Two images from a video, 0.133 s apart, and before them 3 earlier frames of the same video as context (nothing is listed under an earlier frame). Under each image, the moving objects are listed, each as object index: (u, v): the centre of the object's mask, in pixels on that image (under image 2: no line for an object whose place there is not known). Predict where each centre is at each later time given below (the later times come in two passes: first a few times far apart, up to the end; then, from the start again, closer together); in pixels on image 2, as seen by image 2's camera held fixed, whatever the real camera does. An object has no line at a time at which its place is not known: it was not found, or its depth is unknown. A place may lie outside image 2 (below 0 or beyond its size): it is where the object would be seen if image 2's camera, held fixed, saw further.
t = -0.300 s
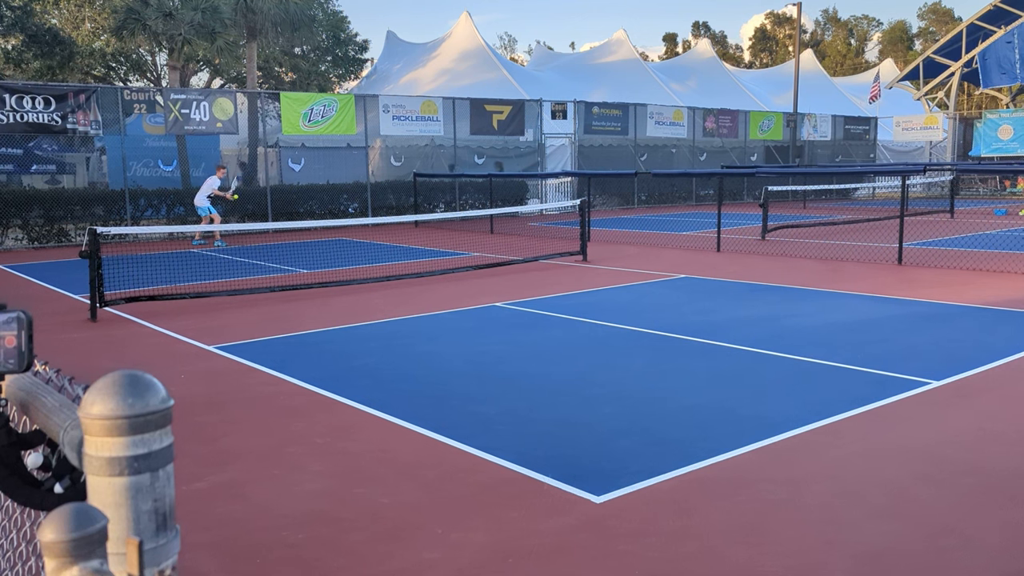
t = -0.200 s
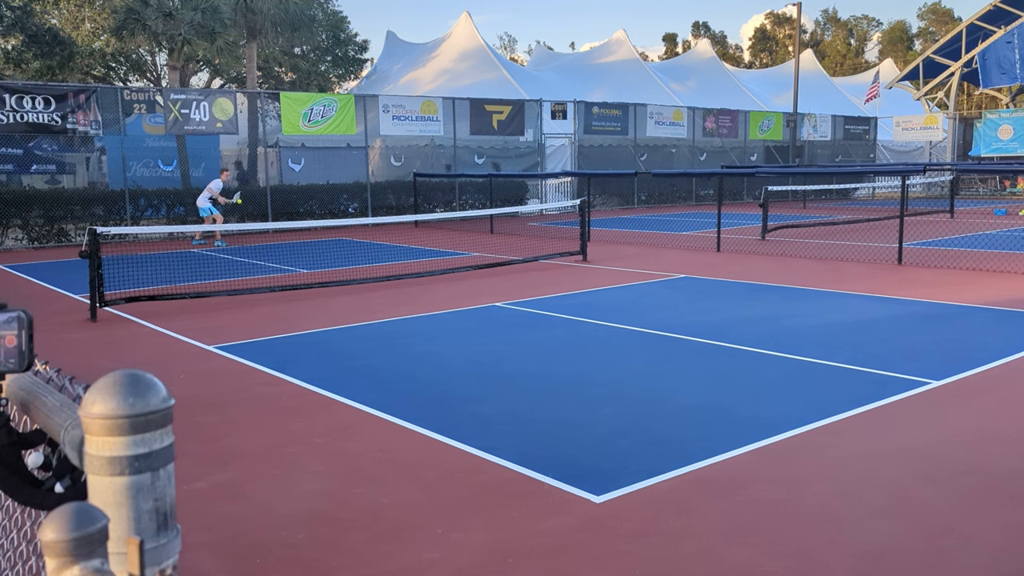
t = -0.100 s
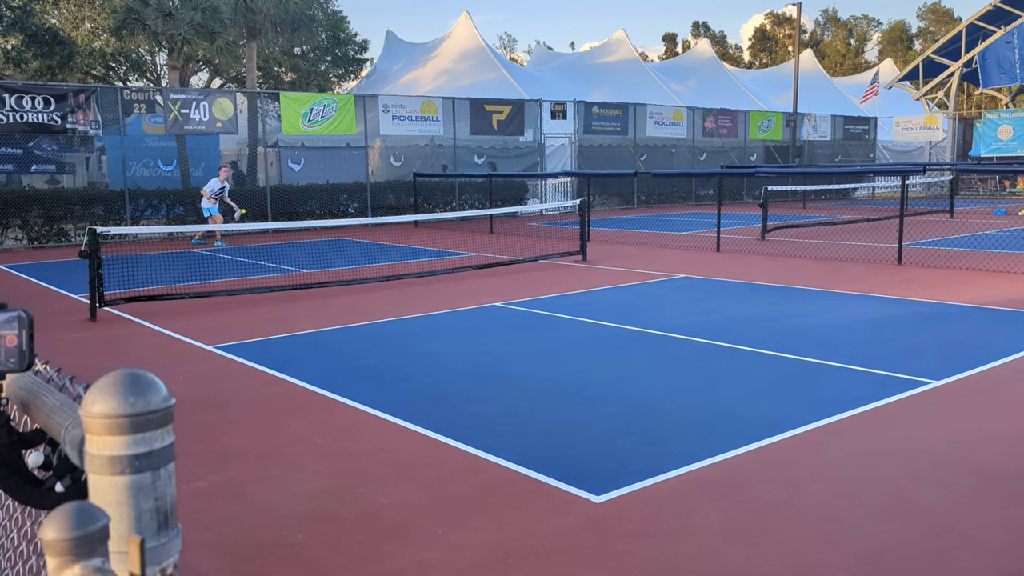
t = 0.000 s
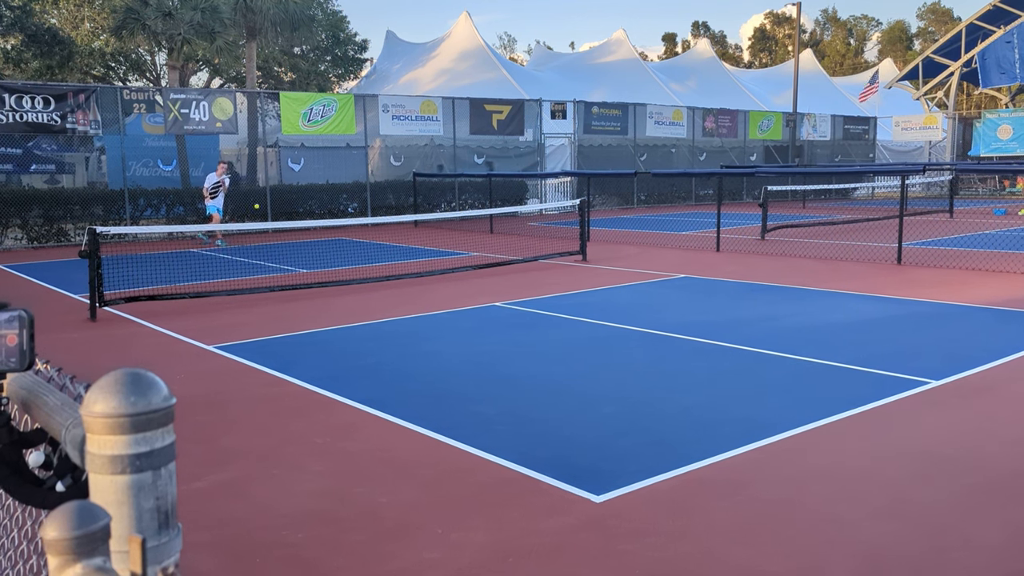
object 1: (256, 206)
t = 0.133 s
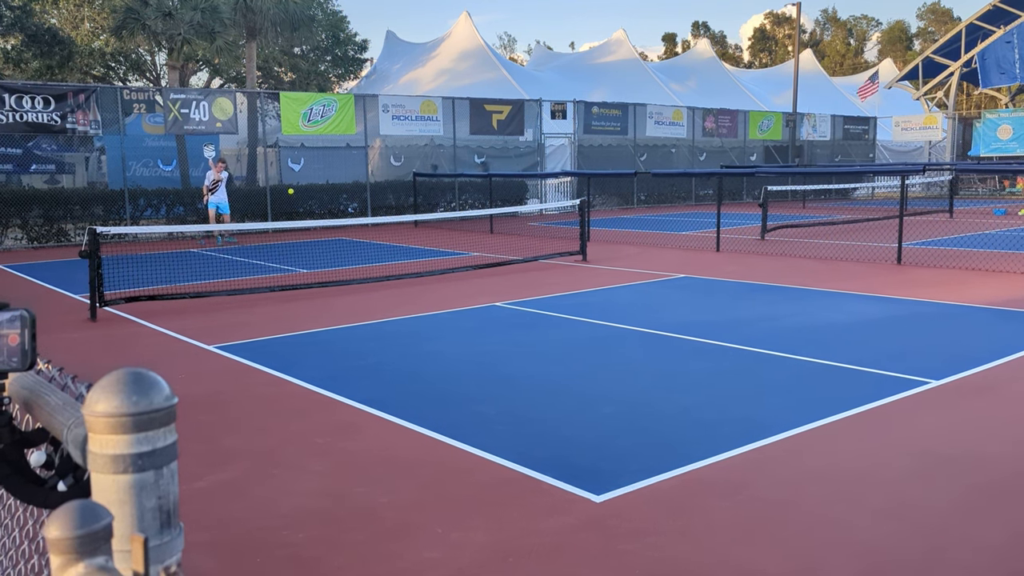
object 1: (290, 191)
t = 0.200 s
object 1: (312, 188)
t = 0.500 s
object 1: (462, 239)
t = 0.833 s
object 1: (792, 364)
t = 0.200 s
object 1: (312, 188)
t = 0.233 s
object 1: (324, 188)
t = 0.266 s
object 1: (337, 190)
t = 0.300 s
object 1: (351, 192)
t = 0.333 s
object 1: (367, 196)
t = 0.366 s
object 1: (384, 201)
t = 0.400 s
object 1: (401, 208)
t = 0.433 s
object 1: (420, 216)
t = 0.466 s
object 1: (441, 226)
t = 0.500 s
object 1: (462, 239)
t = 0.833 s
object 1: (792, 364)
